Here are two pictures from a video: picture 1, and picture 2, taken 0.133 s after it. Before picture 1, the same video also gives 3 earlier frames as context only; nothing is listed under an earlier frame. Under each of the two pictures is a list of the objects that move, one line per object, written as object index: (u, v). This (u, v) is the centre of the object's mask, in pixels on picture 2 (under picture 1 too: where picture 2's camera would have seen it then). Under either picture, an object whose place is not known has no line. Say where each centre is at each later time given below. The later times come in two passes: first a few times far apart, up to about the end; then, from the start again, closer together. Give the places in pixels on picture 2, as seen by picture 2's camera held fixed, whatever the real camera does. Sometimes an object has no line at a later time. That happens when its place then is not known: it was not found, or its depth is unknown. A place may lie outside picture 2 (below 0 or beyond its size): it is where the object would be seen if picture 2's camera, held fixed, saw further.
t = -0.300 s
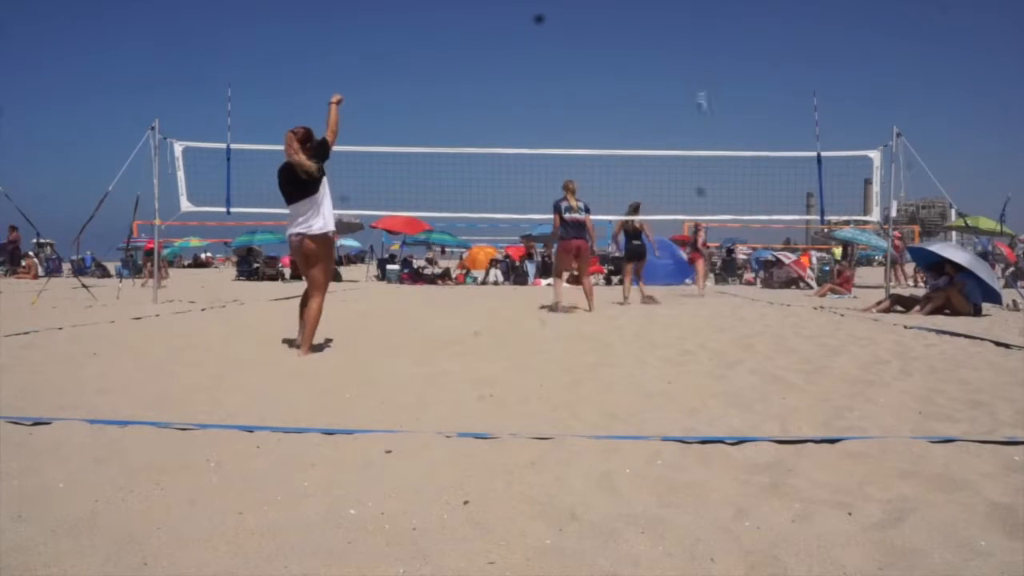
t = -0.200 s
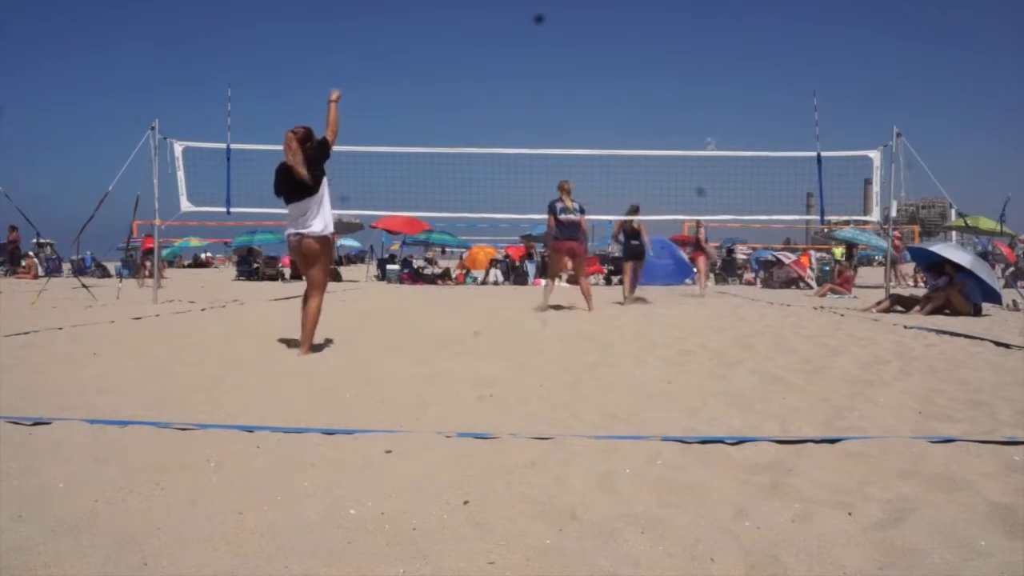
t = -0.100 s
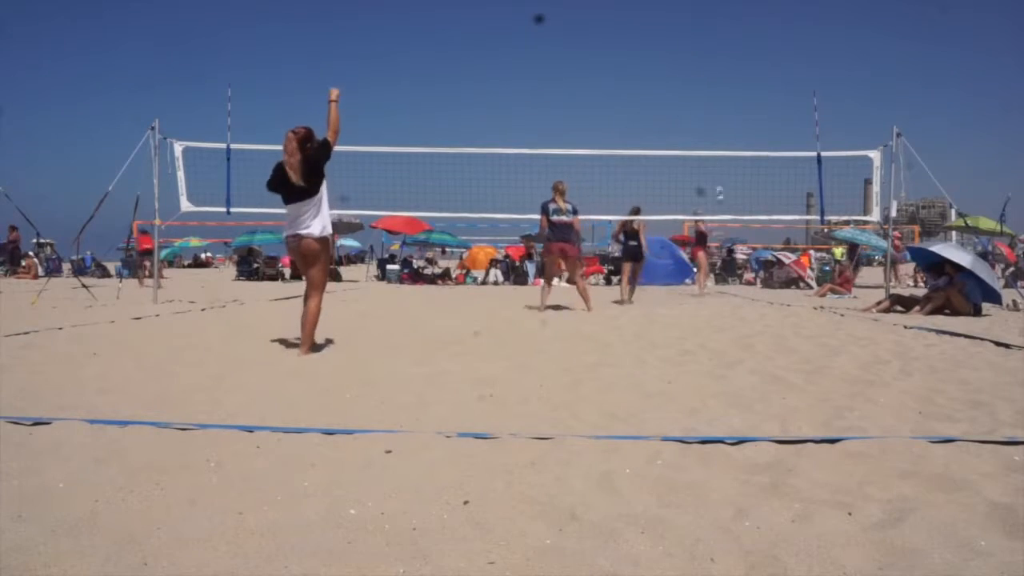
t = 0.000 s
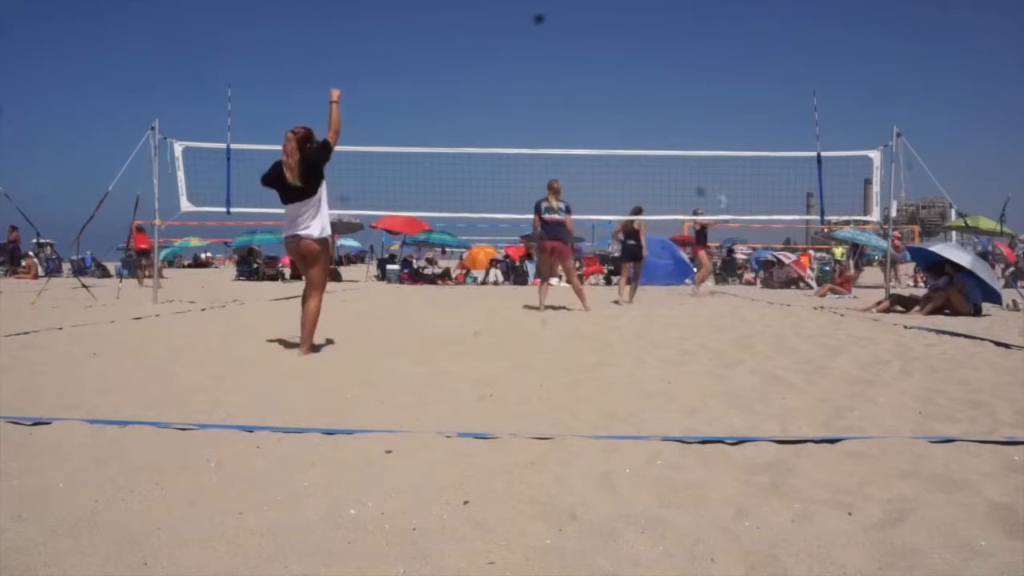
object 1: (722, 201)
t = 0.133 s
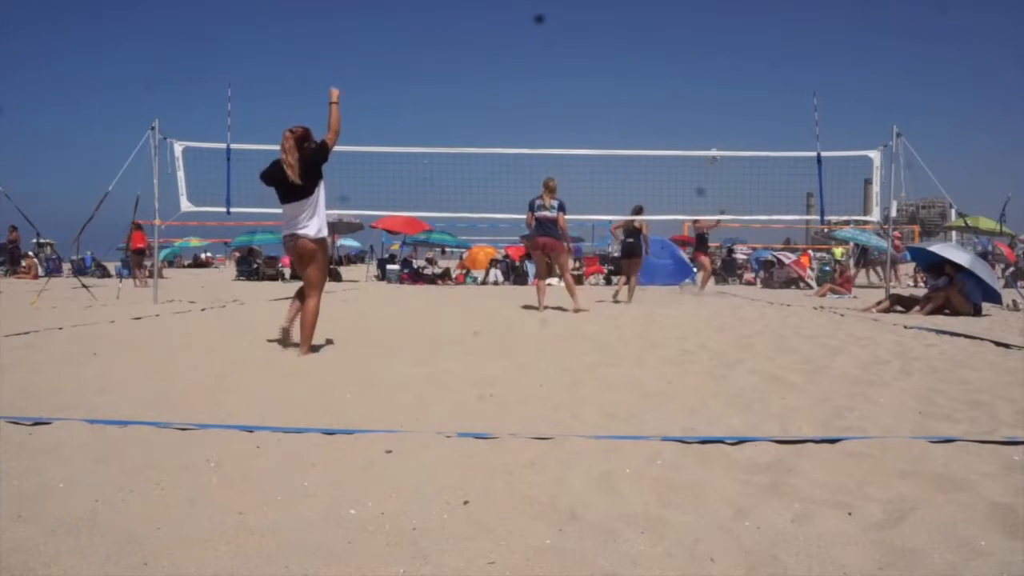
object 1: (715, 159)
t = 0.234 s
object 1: (711, 123)
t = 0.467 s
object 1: (697, 71)
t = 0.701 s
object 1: (685, 46)
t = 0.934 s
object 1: (673, 54)
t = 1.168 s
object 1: (660, 107)
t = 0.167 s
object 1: (712, 143)
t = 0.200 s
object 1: (710, 134)
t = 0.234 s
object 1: (711, 123)
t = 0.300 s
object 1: (705, 107)
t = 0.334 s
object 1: (703, 98)
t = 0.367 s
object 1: (702, 92)
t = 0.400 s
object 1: (700, 83)
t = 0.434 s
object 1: (699, 76)
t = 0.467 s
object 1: (697, 71)
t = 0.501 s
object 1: (696, 65)
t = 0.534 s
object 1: (694, 62)
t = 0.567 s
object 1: (692, 56)
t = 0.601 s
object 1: (690, 53)
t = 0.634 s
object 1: (689, 50)
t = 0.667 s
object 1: (687, 47)
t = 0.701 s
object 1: (685, 46)
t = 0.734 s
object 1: (684, 45)
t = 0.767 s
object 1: (682, 45)
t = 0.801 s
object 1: (681, 45)
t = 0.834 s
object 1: (679, 46)
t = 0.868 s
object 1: (677, 48)
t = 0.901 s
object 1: (675, 51)
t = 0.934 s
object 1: (673, 54)
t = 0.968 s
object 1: (671, 60)
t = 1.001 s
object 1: (670, 64)
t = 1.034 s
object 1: (667, 70)
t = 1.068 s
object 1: (666, 77)
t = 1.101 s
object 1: (664, 86)
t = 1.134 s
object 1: (663, 94)
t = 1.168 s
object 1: (660, 107)
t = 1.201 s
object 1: (658, 118)
